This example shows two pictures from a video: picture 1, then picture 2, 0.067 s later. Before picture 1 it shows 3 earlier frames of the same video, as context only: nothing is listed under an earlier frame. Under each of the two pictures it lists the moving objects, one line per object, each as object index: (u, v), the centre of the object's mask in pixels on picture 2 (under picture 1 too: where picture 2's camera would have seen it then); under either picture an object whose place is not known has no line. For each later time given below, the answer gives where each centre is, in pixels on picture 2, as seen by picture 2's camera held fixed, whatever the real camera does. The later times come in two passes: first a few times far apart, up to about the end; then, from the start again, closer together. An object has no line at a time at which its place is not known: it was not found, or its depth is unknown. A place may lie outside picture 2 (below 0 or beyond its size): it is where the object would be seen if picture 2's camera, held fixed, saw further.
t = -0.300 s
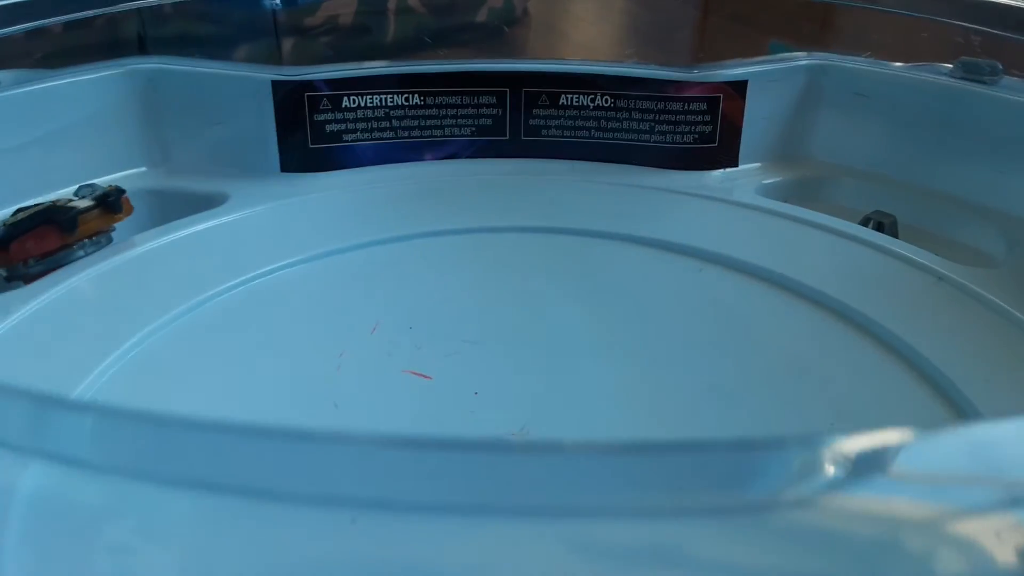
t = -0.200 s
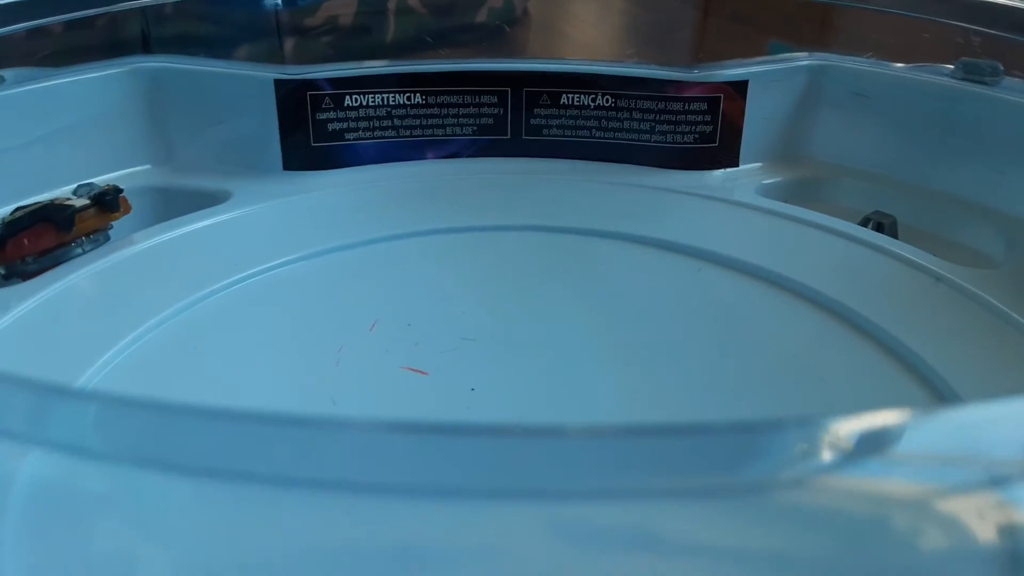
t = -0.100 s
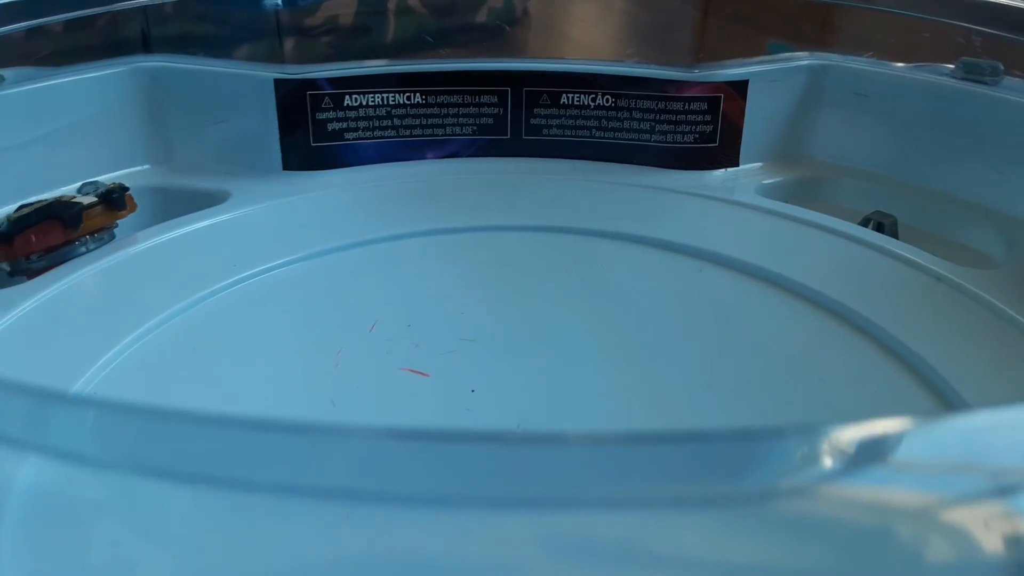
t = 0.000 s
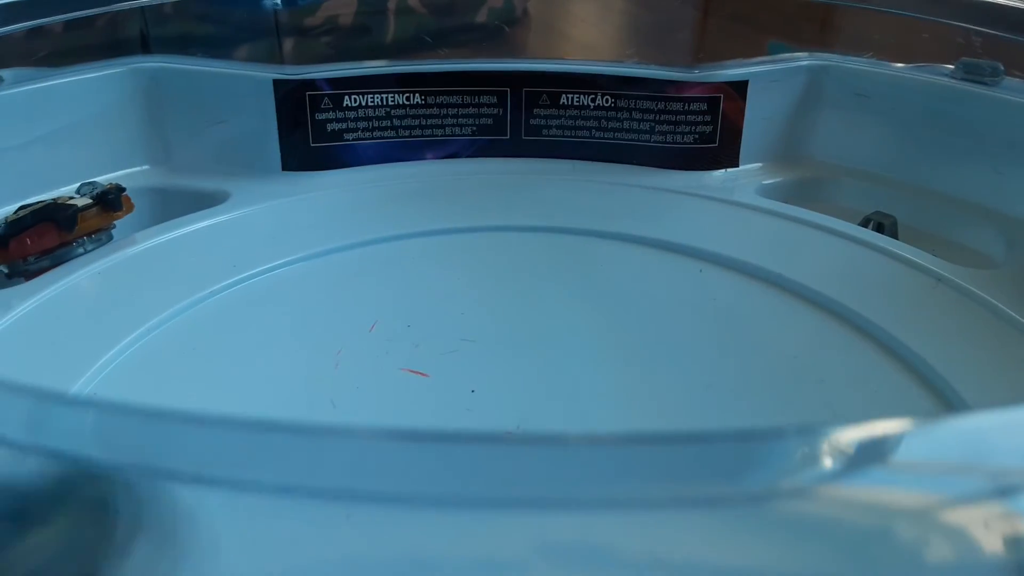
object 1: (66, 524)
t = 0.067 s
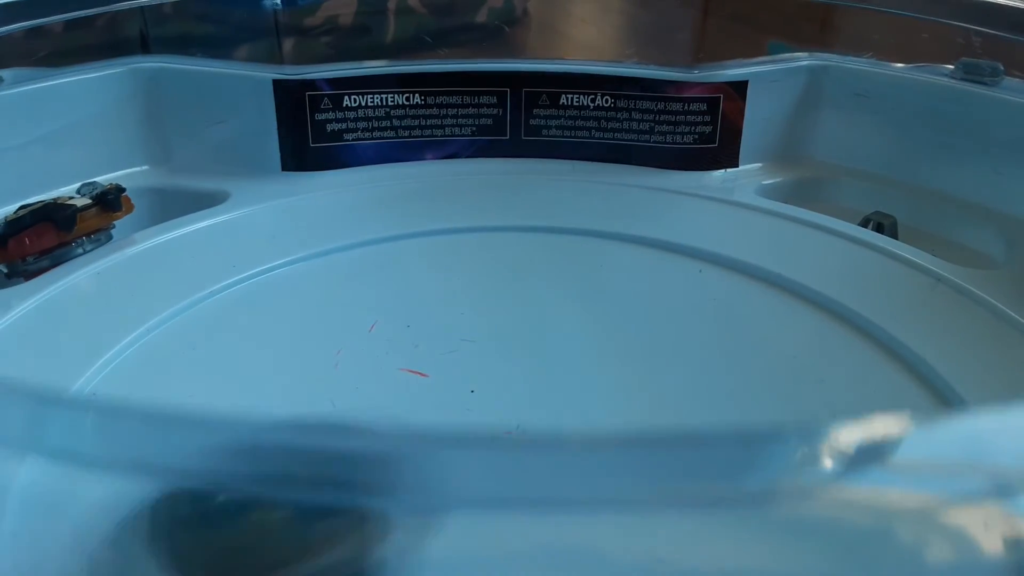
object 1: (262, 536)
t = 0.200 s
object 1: (610, 404)
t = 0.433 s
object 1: (589, 276)
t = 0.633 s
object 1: (309, 283)
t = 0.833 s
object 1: (225, 497)
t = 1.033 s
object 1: (748, 543)
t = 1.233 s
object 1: (779, 301)
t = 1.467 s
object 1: (466, 223)
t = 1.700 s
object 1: (186, 428)
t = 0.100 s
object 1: (391, 539)
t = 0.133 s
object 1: (485, 490)
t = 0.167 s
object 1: (562, 481)
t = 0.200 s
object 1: (610, 404)
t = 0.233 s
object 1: (650, 388)
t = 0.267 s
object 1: (666, 375)
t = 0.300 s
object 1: (672, 354)
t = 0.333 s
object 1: (665, 330)
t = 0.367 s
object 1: (647, 308)
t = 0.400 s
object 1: (624, 290)
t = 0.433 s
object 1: (589, 276)
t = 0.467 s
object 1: (549, 265)
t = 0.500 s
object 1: (501, 258)
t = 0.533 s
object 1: (455, 256)
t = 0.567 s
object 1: (406, 259)
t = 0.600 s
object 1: (357, 268)
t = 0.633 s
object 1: (309, 283)
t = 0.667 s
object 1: (265, 305)
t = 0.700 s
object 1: (224, 335)
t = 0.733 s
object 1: (185, 384)
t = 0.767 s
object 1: (180, 422)
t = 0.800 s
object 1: (188, 467)
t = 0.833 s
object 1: (225, 497)
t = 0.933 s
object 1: (473, 546)
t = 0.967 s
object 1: (579, 548)
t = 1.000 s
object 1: (684, 544)
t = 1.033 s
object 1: (748, 543)
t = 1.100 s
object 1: (798, 406)
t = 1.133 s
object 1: (832, 381)
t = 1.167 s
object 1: (829, 364)
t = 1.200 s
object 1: (809, 333)
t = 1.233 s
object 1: (779, 301)
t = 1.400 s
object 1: (565, 220)
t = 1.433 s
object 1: (516, 220)
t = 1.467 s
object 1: (466, 223)
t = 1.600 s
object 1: (275, 298)
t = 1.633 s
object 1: (237, 331)
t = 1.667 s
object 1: (201, 376)
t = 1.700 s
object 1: (186, 428)
